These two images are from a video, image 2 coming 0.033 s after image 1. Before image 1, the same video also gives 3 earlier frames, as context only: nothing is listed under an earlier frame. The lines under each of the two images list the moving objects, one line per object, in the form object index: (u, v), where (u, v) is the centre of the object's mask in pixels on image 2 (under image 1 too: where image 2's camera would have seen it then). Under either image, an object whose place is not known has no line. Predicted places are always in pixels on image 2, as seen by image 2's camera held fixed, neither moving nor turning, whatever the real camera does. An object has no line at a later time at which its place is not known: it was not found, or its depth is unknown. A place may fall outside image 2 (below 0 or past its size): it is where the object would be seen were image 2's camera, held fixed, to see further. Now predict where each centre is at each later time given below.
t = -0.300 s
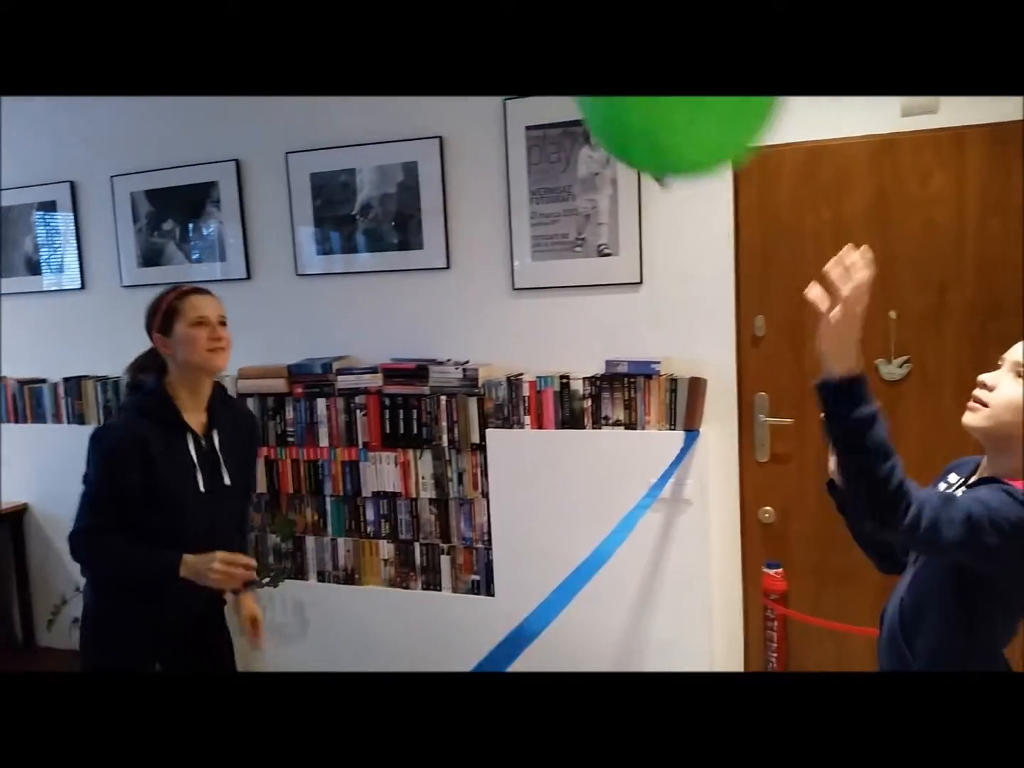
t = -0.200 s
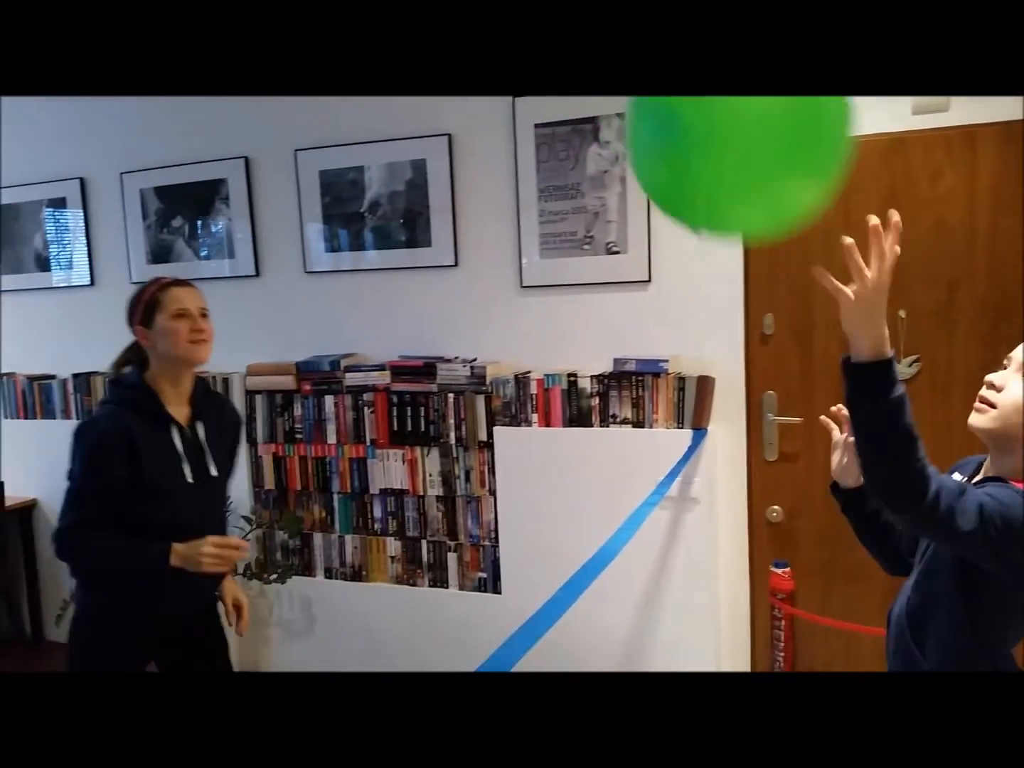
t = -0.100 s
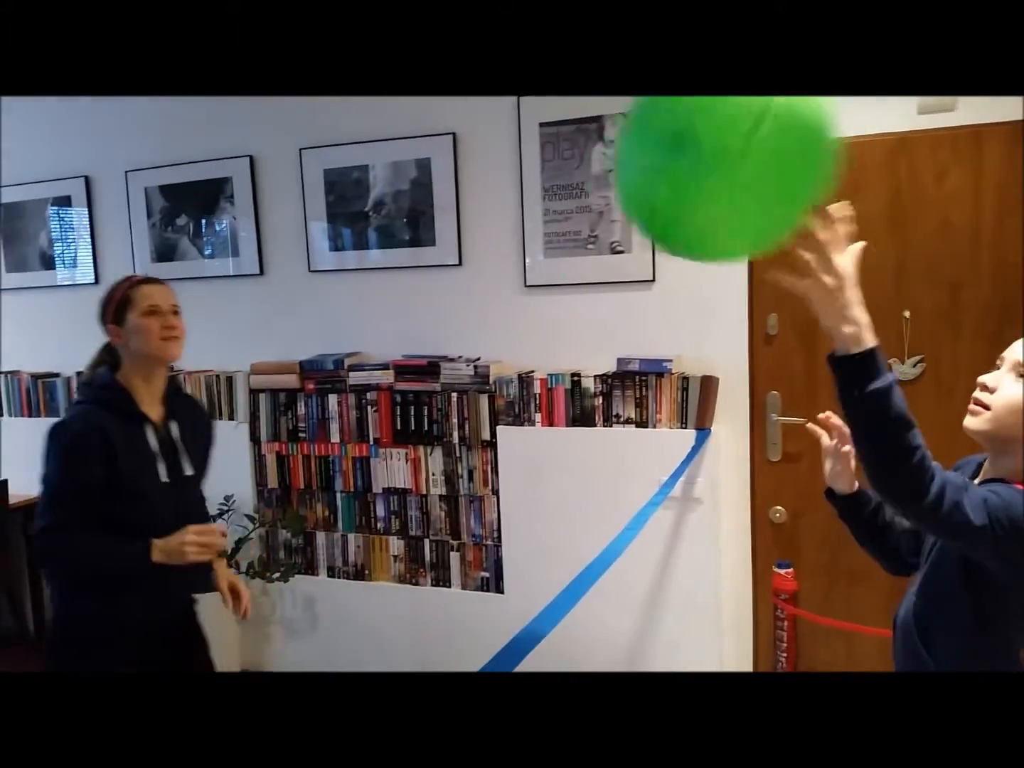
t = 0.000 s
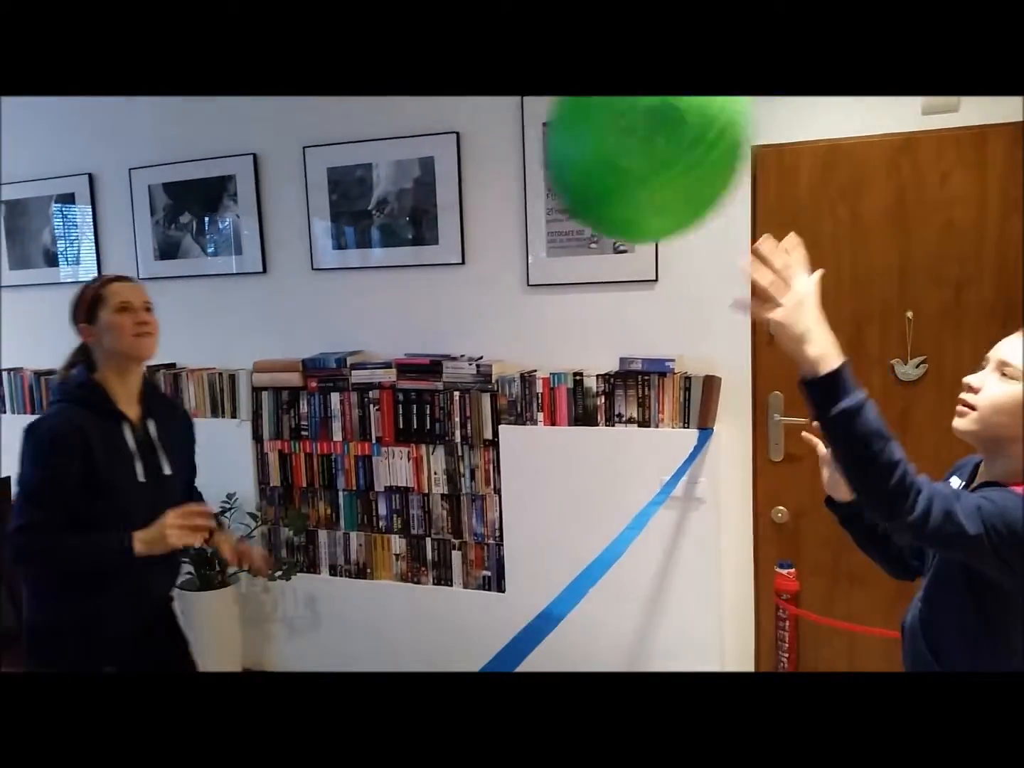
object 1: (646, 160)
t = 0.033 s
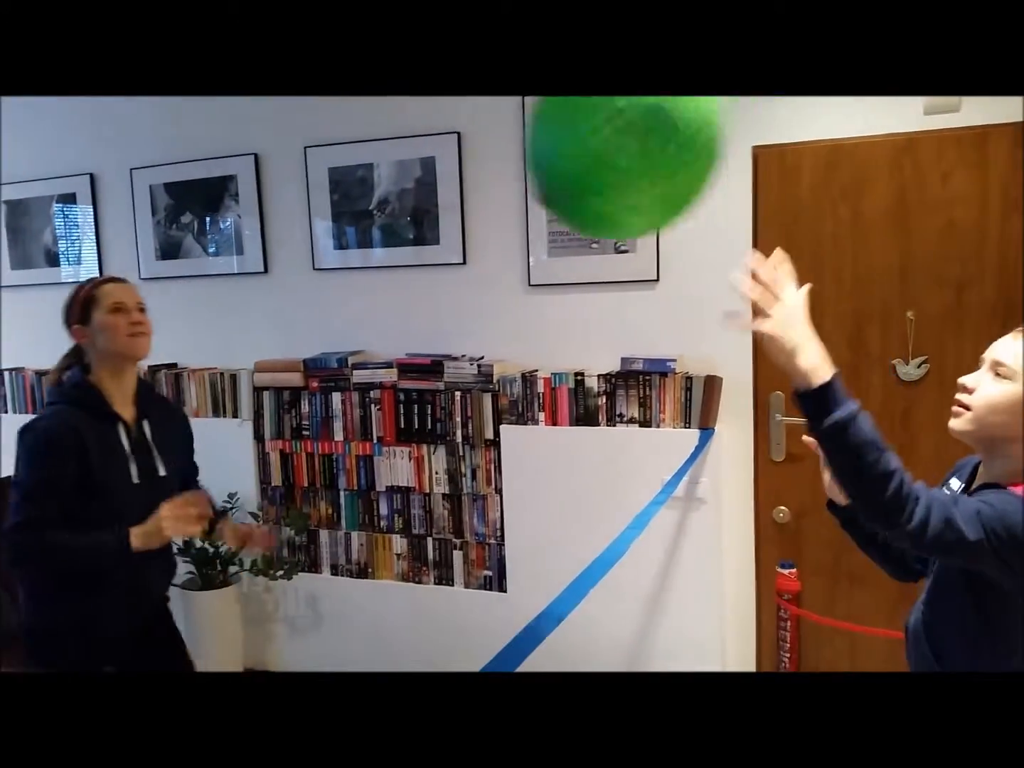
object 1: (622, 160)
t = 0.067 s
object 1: (600, 159)
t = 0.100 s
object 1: (579, 160)
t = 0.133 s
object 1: (560, 160)
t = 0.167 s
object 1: (540, 162)
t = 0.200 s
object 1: (521, 165)
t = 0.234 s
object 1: (504, 167)
